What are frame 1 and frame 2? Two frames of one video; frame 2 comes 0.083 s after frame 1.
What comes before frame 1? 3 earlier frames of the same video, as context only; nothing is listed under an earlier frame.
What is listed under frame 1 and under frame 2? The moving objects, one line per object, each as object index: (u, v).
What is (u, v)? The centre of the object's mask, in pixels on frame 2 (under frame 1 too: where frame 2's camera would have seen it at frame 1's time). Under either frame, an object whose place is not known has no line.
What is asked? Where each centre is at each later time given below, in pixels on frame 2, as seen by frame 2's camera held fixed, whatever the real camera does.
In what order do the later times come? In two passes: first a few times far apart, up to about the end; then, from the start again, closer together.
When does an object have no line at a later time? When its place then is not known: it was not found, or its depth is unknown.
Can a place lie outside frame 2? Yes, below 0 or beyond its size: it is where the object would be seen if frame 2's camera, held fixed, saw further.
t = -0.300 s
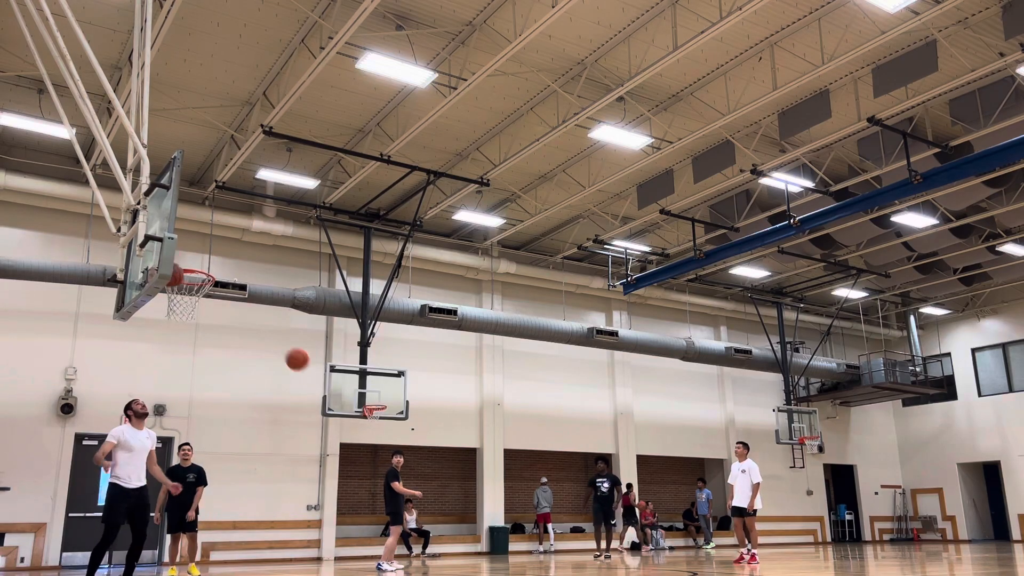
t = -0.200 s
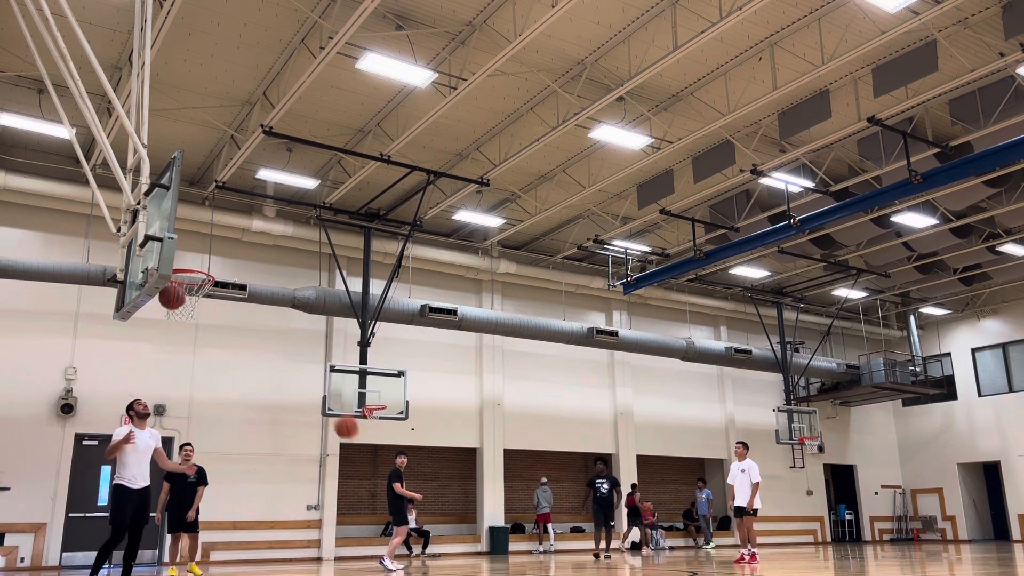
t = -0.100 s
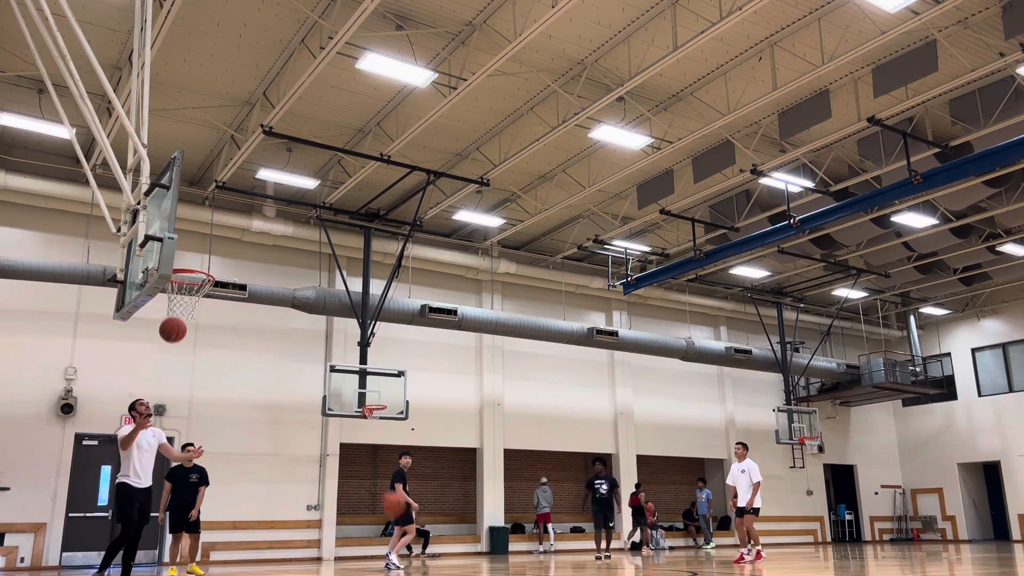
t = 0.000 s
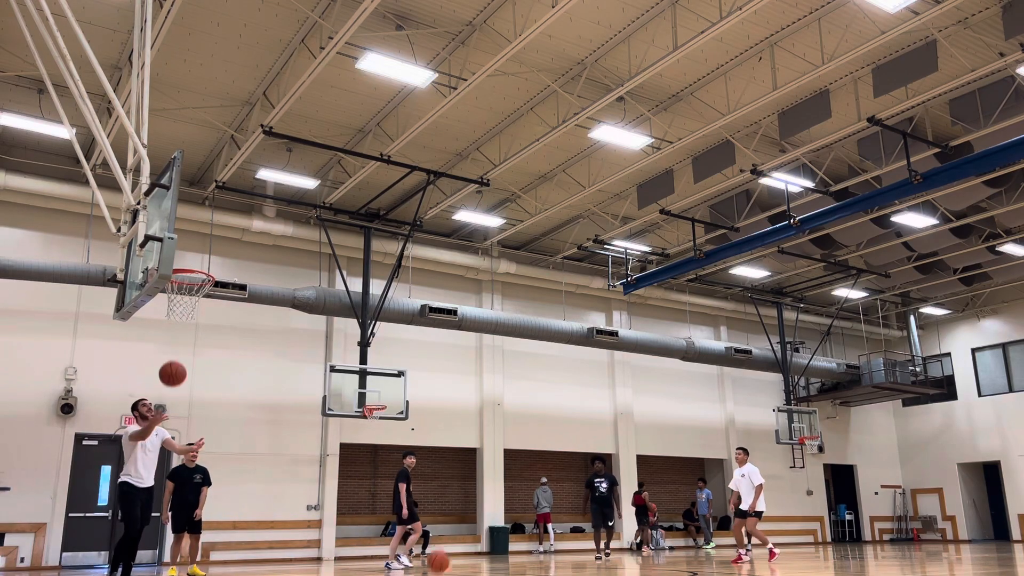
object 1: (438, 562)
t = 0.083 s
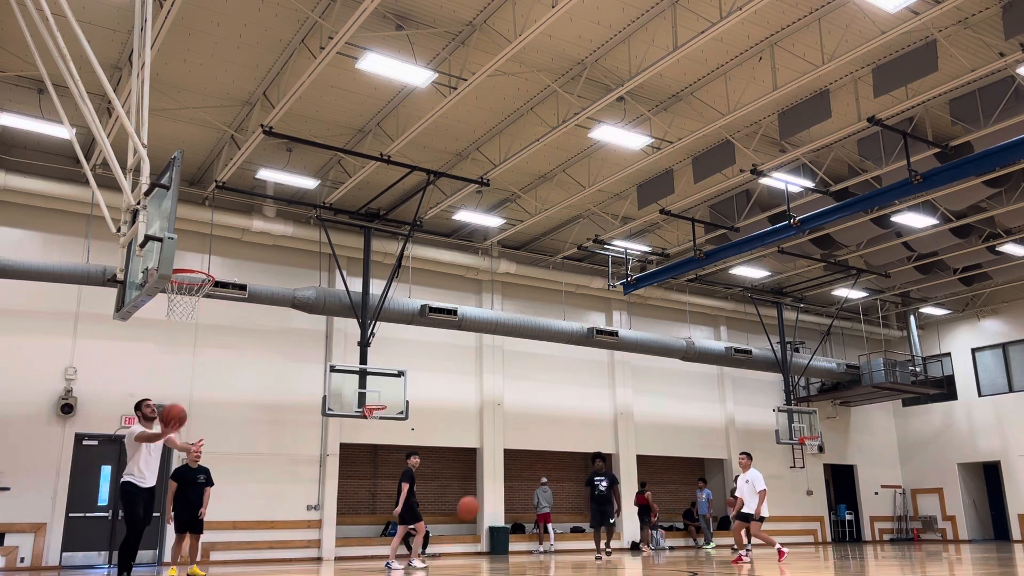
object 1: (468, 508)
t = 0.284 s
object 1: (535, 418)
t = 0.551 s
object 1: (616, 364)
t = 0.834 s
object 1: (698, 374)
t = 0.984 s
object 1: (740, 403)
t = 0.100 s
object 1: (474, 499)
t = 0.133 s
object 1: (486, 480)
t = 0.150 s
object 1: (492, 472)
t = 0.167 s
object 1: (498, 464)
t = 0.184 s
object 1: (503, 456)
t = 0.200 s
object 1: (509, 449)
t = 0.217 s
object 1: (514, 443)
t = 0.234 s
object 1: (519, 436)
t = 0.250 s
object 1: (525, 429)
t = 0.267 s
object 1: (530, 423)
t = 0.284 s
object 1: (535, 418)
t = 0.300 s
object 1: (540, 412)
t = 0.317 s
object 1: (546, 407)
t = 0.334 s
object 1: (551, 402)
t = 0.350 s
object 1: (556, 398)
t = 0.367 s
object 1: (562, 394)
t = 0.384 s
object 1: (567, 390)
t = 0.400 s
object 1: (572, 386)
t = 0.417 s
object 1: (577, 383)
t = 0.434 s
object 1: (582, 379)
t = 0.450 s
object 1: (587, 377)
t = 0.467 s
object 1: (592, 374)
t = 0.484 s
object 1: (597, 371)
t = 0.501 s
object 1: (602, 369)
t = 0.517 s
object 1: (606, 367)
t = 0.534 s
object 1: (611, 366)
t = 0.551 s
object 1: (616, 364)
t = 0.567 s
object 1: (621, 363)
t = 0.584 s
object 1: (626, 362)
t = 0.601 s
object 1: (631, 361)
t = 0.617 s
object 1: (636, 361)
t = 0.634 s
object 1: (641, 361)
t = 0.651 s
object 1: (646, 361)
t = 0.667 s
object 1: (650, 361)
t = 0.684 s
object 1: (655, 361)
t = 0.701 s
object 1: (660, 361)
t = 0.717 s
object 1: (664, 362)
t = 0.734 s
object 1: (669, 363)
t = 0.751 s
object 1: (674, 364)
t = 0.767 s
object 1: (679, 366)
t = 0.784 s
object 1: (684, 368)
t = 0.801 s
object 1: (688, 369)
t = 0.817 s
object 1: (693, 372)
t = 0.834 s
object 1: (698, 374)
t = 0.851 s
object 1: (703, 376)
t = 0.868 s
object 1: (707, 379)
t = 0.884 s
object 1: (712, 382)
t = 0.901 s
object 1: (717, 385)
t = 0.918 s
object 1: (721, 389)
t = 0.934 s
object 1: (726, 392)
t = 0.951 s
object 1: (731, 396)
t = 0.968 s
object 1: (736, 400)
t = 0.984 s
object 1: (740, 403)
